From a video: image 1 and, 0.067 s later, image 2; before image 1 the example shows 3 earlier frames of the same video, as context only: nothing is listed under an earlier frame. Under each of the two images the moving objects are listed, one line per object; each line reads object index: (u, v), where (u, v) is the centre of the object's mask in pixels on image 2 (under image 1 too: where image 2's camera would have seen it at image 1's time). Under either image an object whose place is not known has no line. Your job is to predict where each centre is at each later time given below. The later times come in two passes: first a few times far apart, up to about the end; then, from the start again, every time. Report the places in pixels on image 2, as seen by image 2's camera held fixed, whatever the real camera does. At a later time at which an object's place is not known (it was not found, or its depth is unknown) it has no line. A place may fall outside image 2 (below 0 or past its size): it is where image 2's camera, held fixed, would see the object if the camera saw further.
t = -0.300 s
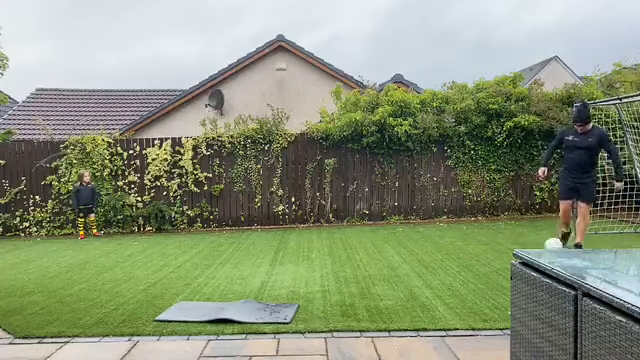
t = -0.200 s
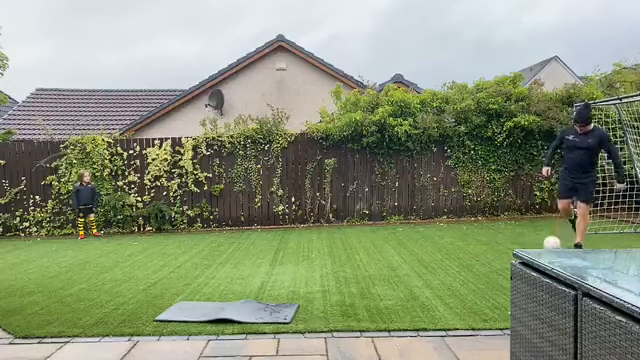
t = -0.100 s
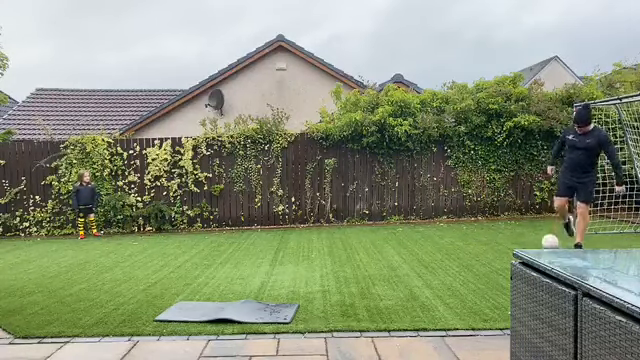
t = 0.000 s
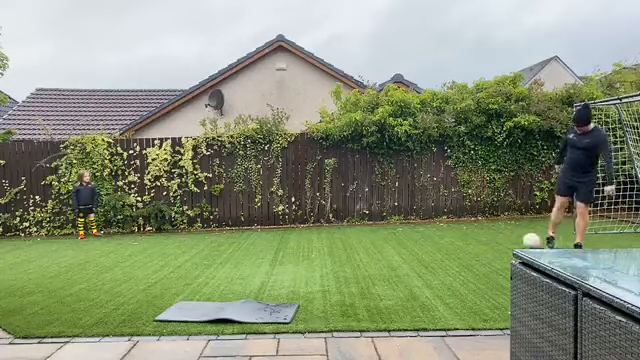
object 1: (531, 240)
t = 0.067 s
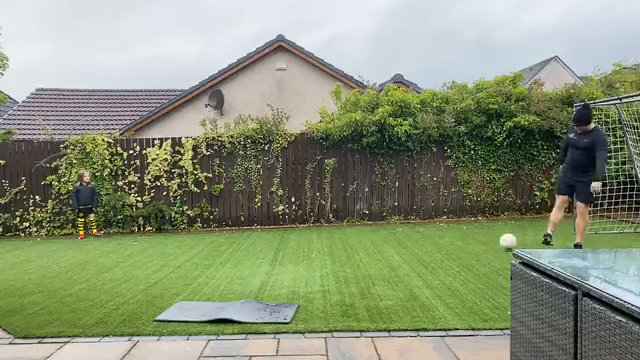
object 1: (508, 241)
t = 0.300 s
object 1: (430, 248)
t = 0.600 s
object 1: (352, 251)
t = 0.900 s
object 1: (294, 253)
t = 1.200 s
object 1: (240, 256)
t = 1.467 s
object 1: (194, 257)
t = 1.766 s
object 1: (145, 260)
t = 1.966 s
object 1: (113, 261)
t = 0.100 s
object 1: (496, 243)
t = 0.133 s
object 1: (484, 244)
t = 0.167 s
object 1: (473, 245)
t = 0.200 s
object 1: (462, 245)
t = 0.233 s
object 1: (451, 245)
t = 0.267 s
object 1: (441, 246)
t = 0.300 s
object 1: (430, 248)
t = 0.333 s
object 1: (420, 247)
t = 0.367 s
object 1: (410, 247)
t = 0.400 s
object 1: (401, 248)
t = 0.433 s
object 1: (392, 248)
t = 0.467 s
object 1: (383, 249)
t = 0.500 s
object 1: (375, 250)
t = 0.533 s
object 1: (367, 250)
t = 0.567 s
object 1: (359, 250)
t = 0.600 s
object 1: (352, 251)
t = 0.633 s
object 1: (344, 251)
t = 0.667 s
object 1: (338, 251)
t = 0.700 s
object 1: (331, 251)
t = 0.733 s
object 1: (324, 252)
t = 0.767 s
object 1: (319, 252)
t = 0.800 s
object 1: (312, 252)
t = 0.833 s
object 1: (306, 253)
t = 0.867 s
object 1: (300, 253)
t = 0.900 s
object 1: (294, 253)
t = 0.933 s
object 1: (288, 254)
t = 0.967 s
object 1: (282, 254)
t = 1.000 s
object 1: (276, 254)
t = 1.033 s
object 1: (270, 254)
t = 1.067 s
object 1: (264, 254)
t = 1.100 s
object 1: (258, 255)
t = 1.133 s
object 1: (253, 255)
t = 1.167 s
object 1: (246, 255)
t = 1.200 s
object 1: (240, 256)
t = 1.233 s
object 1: (235, 256)
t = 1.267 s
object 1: (229, 256)
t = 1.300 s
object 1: (223, 256)
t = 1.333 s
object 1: (218, 256)
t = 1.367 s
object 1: (211, 257)
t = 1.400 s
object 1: (205, 257)
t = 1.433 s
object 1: (200, 257)
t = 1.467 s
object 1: (194, 257)
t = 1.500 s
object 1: (189, 258)
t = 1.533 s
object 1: (183, 258)
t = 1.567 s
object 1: (178, 258)
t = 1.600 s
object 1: (172, 259)
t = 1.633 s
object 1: (166, 259)
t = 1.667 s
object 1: (161, 259)
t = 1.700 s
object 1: (156, 259)
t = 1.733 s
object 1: (150, 260)
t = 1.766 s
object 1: (145, 260)
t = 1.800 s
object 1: (140, 260)
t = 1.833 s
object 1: (134, 261)
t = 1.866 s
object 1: (129, 261)
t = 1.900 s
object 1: (123, 261)
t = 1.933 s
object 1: (118, 261)
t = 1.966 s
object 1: (113, 261)
